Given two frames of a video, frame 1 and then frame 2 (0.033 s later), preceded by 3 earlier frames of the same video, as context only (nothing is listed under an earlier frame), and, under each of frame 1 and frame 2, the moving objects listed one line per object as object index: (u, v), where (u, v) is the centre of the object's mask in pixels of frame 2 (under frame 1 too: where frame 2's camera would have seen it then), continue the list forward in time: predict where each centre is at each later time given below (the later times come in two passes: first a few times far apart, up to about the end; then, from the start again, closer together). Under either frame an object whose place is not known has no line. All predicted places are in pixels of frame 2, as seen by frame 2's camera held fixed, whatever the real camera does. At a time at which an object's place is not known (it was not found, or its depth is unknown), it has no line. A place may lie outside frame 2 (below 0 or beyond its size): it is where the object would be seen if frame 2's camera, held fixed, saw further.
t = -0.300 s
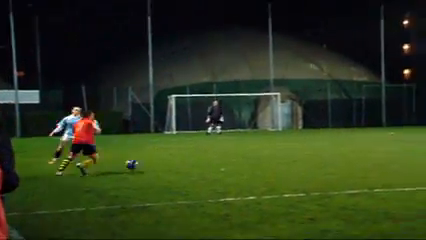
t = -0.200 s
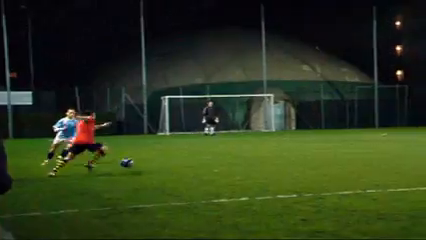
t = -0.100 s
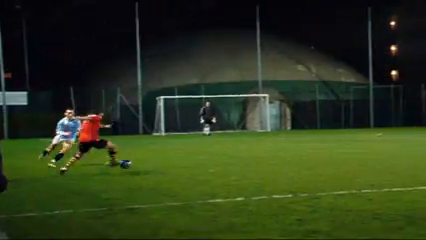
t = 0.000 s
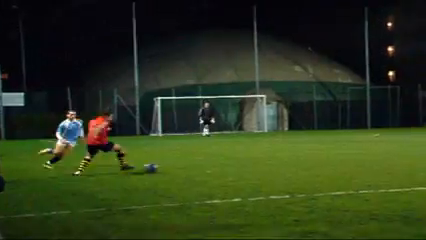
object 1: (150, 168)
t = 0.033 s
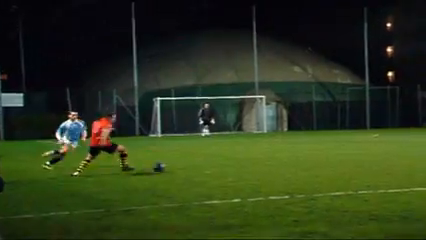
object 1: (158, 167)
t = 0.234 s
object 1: (210, 167)
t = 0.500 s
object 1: (264, 164)
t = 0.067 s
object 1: (167, 166)
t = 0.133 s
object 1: (184, 165)
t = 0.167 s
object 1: (193, 165)
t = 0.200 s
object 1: (202, 166)
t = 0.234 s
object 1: (210, 167)
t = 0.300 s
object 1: (224, 165)
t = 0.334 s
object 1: (231, 165)
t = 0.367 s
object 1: (237, 165)
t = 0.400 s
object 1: (244, 166)
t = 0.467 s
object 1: (258, 165)
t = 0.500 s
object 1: (264, 164)
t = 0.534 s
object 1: (270, 165)
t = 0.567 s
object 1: (276, 165)
